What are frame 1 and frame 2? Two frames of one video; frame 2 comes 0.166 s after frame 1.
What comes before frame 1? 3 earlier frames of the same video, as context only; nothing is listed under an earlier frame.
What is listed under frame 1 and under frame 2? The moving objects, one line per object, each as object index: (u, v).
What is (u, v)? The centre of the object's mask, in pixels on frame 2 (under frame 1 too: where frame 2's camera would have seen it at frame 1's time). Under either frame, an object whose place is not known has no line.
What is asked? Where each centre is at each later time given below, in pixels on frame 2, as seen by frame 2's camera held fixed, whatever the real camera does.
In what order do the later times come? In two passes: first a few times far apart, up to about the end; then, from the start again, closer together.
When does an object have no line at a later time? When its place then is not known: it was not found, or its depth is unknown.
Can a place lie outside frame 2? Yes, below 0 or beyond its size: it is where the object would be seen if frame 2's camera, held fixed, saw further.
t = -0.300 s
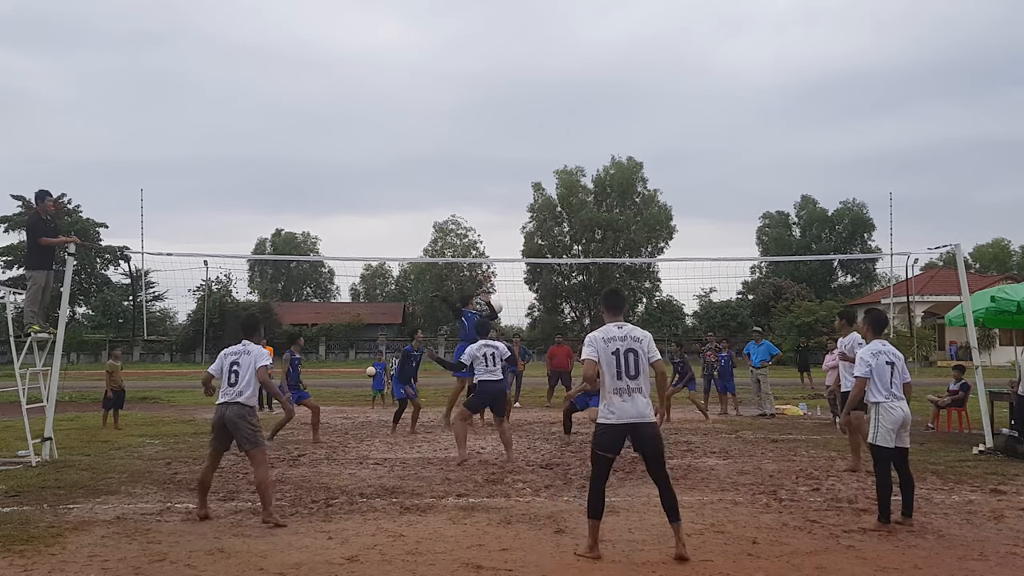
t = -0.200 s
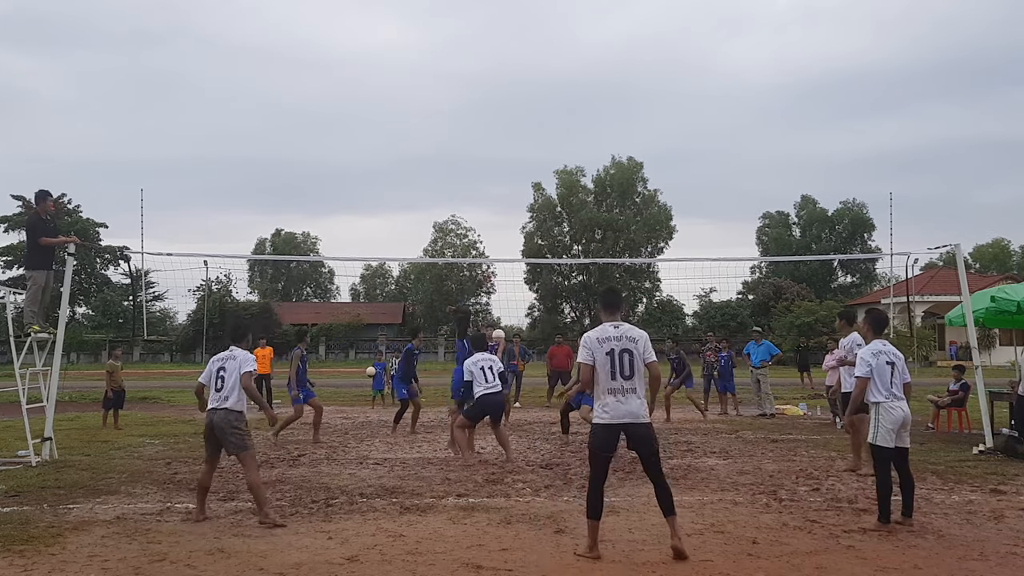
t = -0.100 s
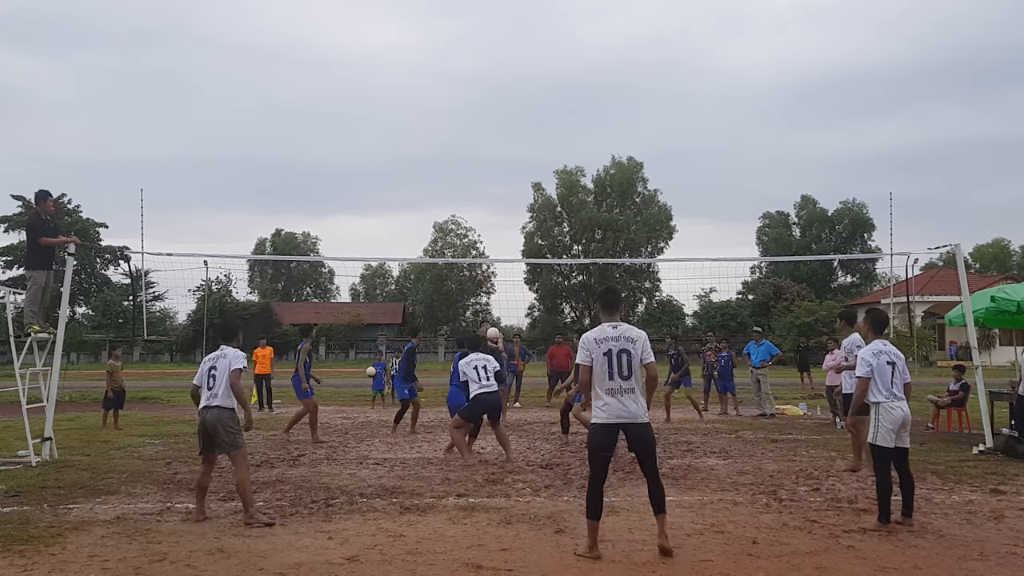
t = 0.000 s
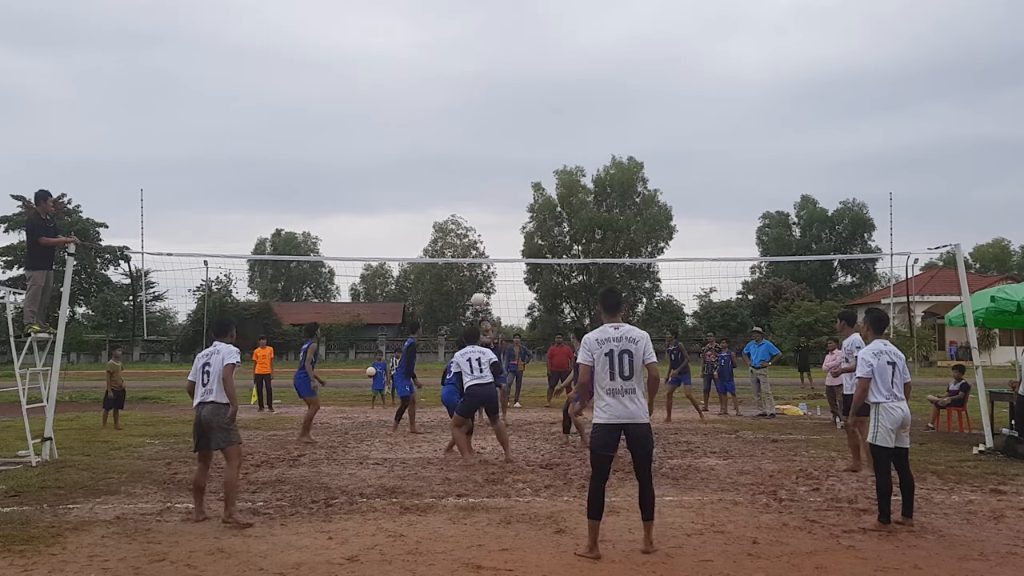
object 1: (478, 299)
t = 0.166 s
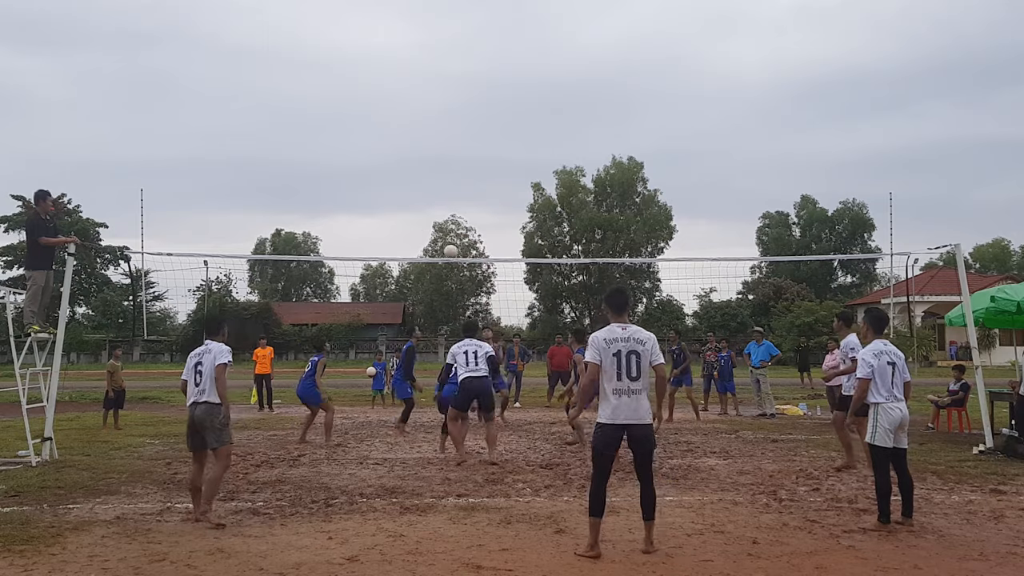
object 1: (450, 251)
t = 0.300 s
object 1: (426, 223)
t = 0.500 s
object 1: (385, 198)
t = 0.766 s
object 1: (319, 205)
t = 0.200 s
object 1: (444, 243)
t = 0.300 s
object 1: (426, 223)
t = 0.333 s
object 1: (419, 218)
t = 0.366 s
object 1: (413, 212)
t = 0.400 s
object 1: (406, 208)
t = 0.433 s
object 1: (399, 204)
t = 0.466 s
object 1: (392, 200)
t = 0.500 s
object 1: (385, 198)
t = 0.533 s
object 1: (377, 196)
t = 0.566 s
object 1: (370, 195)
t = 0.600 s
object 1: (362, 195)
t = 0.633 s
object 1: (354, 195)
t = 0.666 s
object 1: (345, 196)
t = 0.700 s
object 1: (337, 199)
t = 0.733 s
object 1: (328, 201)
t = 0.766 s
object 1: (319, 205)
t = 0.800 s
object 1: (309, 210)
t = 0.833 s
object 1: (300, 216)
